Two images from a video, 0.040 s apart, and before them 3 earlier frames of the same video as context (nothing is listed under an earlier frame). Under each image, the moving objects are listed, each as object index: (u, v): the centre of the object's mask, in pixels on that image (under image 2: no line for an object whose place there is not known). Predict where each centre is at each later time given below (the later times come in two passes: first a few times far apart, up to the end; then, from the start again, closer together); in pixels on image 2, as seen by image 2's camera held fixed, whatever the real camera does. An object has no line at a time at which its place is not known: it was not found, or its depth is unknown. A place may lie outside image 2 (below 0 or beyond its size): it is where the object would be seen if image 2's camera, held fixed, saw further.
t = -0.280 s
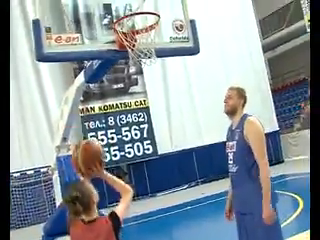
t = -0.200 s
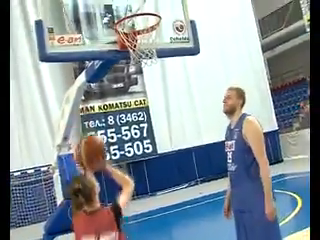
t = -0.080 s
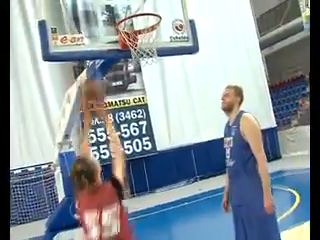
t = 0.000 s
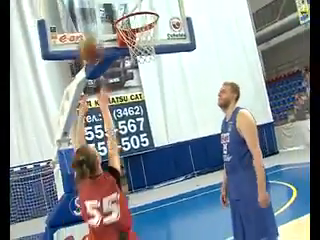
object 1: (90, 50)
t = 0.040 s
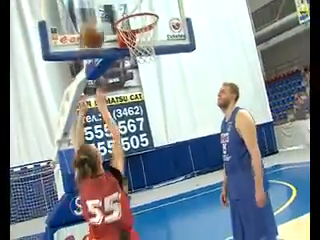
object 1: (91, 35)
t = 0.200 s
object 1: (99, 2)
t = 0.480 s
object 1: (112, 5)
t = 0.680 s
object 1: (130, 29)
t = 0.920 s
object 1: (135, 42)
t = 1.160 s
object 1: (130, 79)
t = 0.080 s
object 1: (92, 26)
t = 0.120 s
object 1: (93, 15)
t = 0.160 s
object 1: (95, 8)
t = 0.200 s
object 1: (99, 2)
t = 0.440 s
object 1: (109, 1)
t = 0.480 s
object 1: (112, 5)
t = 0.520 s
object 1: (114, 10)
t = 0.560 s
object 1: (118, 19)
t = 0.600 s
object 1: (120, 25)
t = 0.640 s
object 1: (124, 28)
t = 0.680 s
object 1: (130, 29)
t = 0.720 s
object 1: (132, 31)
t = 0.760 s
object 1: (136, 33)
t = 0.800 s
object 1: (138, 33)
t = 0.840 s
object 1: (138, 34)
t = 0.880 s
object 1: (139, 36)
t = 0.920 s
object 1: (135, 42)
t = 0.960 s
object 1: (135, 47)
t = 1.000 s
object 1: (134, 52)
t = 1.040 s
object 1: (130, 56)
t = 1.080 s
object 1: (130, 61)
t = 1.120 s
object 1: (131, 68)
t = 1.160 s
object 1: (130, 79)
